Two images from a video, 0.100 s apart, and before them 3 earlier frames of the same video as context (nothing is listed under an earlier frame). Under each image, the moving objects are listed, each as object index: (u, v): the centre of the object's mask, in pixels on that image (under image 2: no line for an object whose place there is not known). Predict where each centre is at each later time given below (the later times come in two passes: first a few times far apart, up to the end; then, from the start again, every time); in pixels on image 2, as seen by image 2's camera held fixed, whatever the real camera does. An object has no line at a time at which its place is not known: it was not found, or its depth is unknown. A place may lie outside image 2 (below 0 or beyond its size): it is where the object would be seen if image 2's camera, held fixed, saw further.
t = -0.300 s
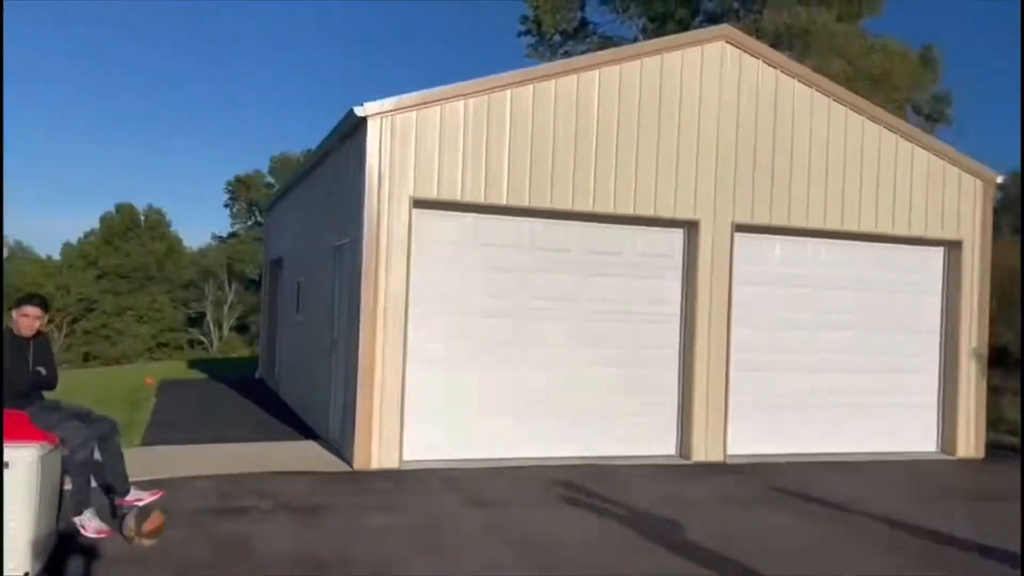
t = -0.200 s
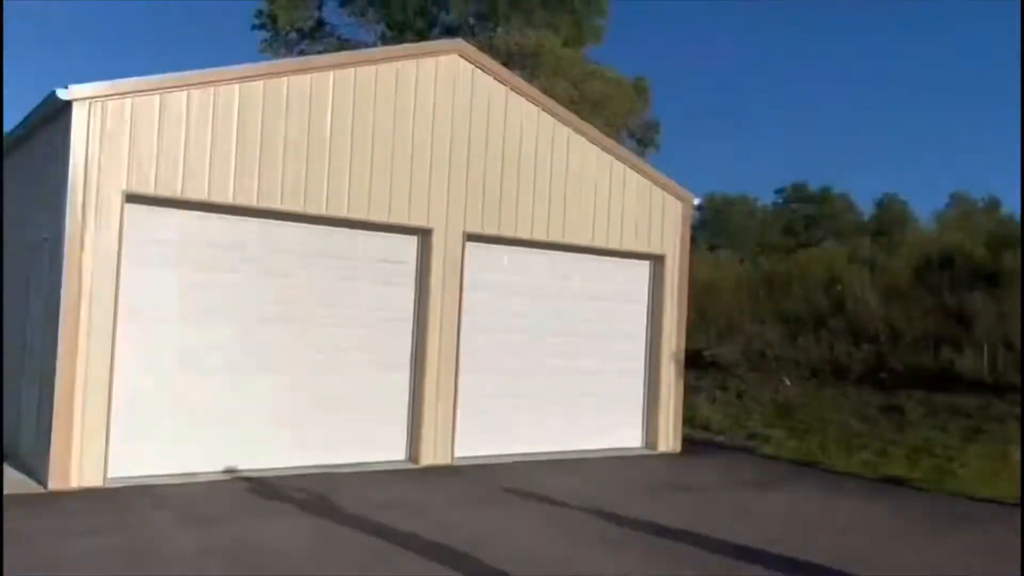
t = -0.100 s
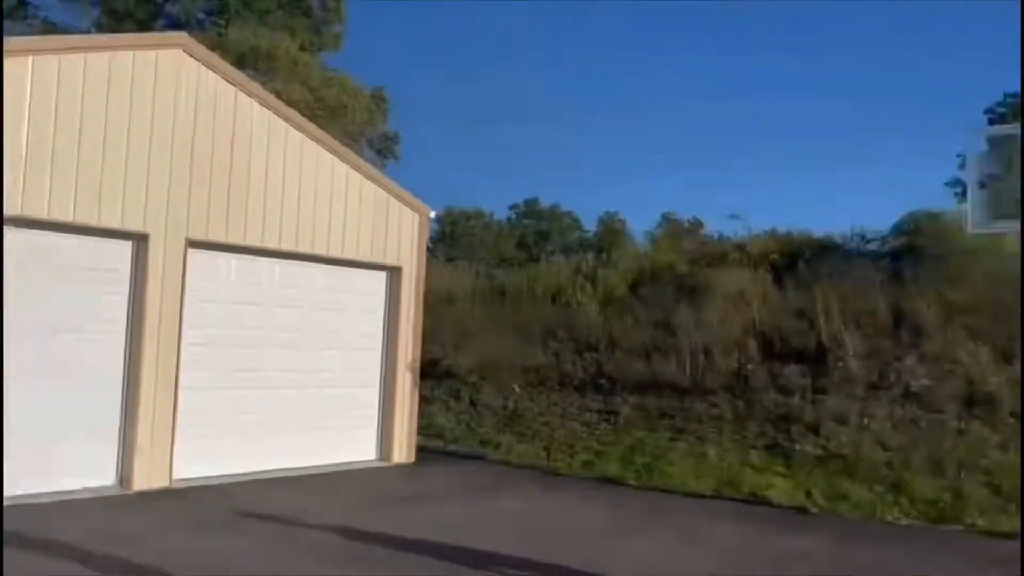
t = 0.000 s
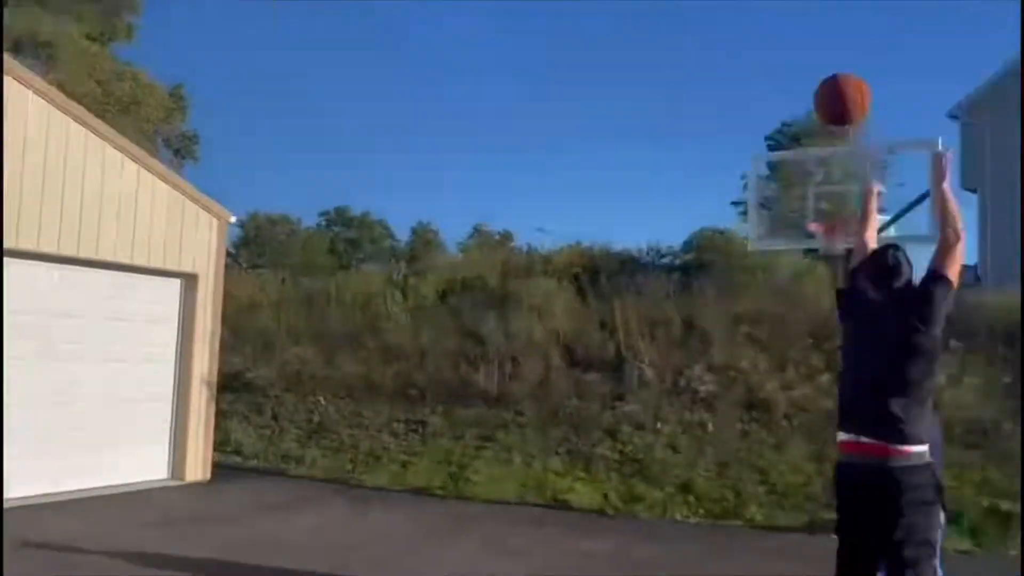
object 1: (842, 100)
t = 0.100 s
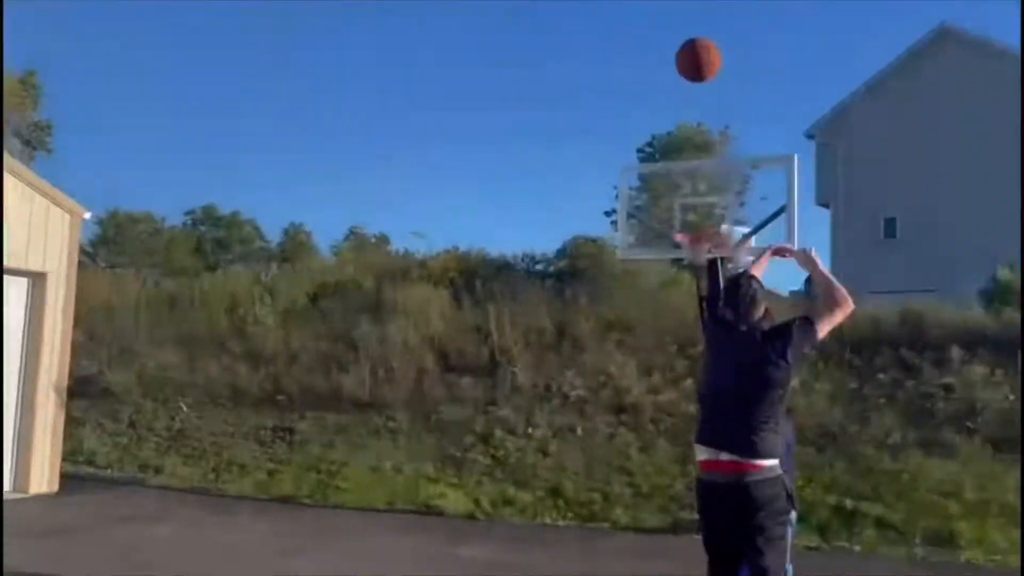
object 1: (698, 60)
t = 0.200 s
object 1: (690, 31)
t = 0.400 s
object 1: (683, 27)
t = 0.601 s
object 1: (679, 69)
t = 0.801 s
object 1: (673, 137)
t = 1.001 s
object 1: (660, 210)
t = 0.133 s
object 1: (695, 47)
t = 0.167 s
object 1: (692, 38)
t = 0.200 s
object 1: (690, 31)
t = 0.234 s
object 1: (689, 26)
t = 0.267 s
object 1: (687, 23)
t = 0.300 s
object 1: (686, 22)
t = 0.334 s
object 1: (685, 22)
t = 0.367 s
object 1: (684, 24)
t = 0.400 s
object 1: (683, 27)
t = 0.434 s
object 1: (682, 31)
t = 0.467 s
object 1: (681, 37)
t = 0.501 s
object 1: (681, 43)
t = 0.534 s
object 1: (680, 51)
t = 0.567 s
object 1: (679, 59)
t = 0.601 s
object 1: (679, 69)
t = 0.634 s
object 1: (678, 79)
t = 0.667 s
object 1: (676, 90)
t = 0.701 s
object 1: (675, 101)
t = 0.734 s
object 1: (674, 113)
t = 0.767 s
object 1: (674, 125)
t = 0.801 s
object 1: (673, 137)
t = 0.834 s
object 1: (672, 152)
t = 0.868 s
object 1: (671, 167)
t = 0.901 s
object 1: (672, 182)
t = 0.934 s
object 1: (667, 193)
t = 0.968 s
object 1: (664, 200)
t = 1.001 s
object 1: (660, 210)
